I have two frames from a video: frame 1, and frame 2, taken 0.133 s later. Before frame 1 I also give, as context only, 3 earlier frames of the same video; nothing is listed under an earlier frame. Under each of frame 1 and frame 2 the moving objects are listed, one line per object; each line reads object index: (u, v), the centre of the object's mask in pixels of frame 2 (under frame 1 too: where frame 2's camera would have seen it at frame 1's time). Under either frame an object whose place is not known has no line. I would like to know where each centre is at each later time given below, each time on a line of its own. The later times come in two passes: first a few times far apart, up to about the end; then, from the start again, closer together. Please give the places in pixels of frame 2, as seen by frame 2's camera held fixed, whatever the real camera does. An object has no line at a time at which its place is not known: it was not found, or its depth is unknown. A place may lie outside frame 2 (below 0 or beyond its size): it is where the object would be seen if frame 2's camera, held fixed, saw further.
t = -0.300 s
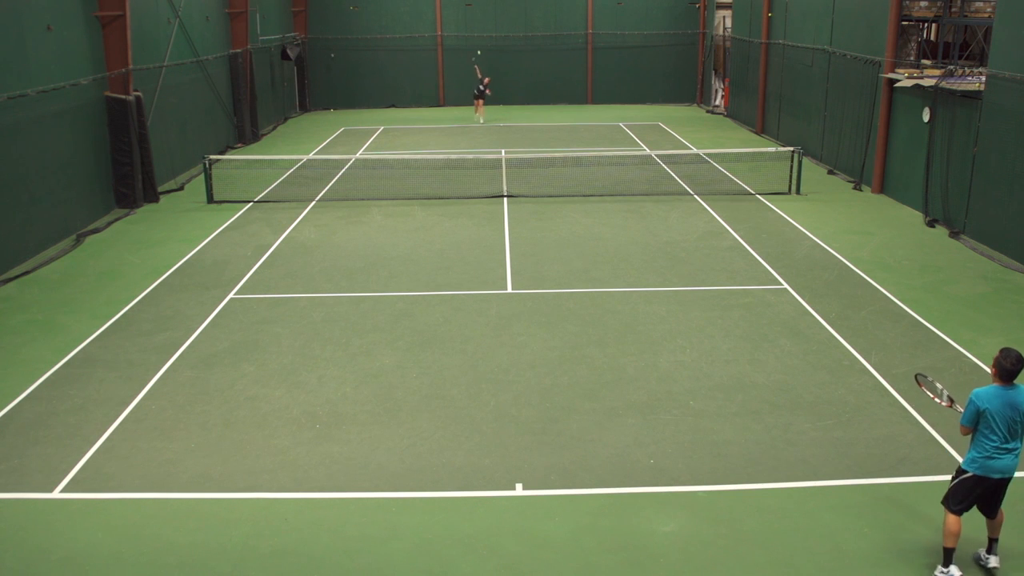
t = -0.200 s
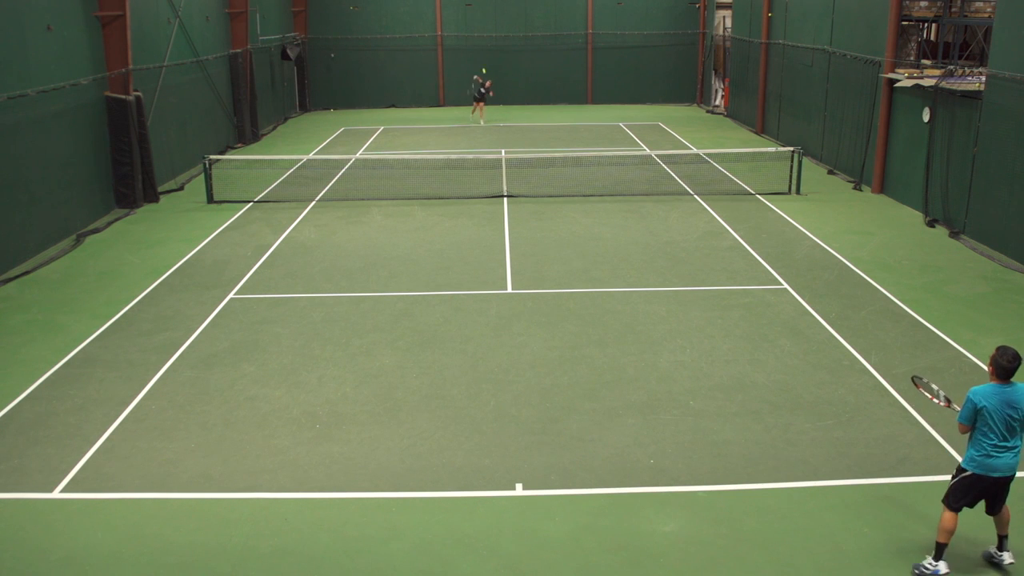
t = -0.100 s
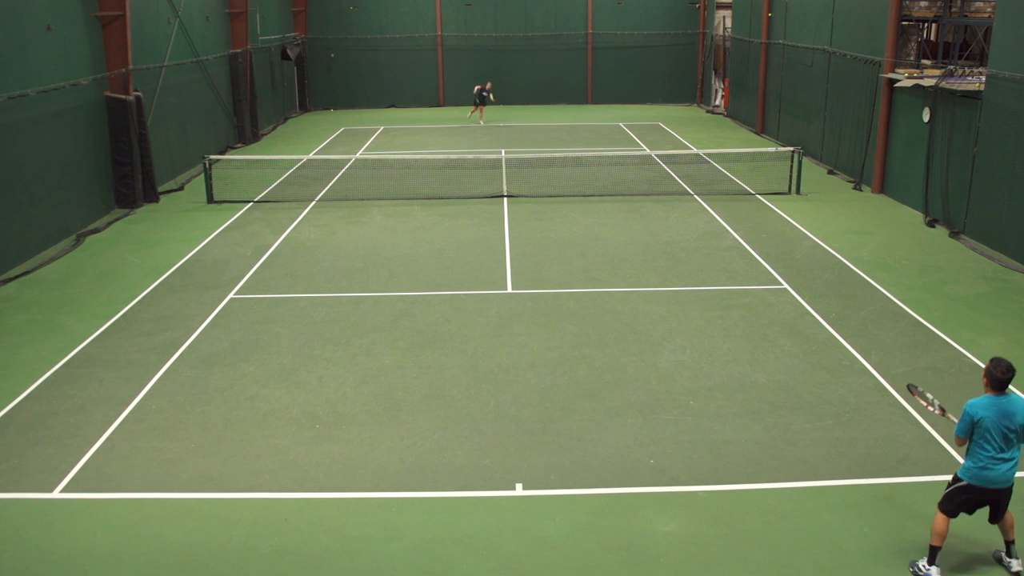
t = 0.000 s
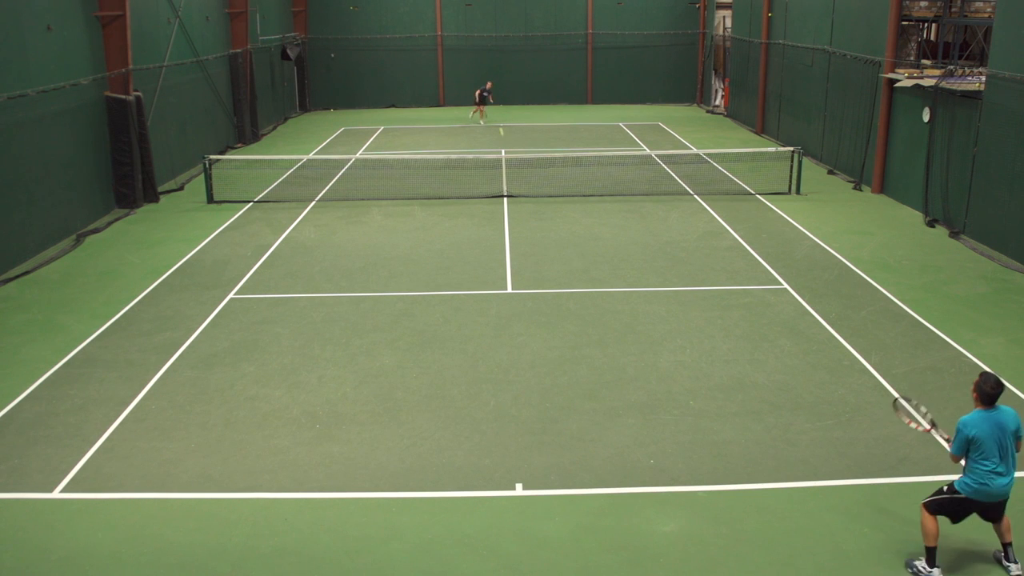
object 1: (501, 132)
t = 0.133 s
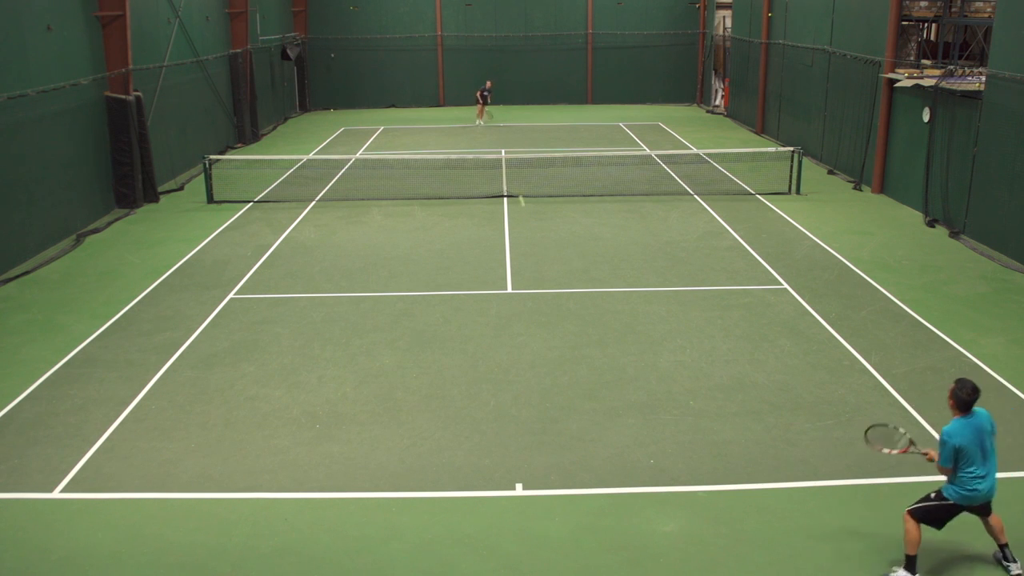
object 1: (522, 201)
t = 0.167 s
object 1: (528, 224)
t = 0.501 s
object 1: (597, 282)
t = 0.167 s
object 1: (528, 224)
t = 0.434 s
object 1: (579, 266)
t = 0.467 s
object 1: (588, 273)
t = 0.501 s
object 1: (597, 282)
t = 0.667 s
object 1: (662, 366)
